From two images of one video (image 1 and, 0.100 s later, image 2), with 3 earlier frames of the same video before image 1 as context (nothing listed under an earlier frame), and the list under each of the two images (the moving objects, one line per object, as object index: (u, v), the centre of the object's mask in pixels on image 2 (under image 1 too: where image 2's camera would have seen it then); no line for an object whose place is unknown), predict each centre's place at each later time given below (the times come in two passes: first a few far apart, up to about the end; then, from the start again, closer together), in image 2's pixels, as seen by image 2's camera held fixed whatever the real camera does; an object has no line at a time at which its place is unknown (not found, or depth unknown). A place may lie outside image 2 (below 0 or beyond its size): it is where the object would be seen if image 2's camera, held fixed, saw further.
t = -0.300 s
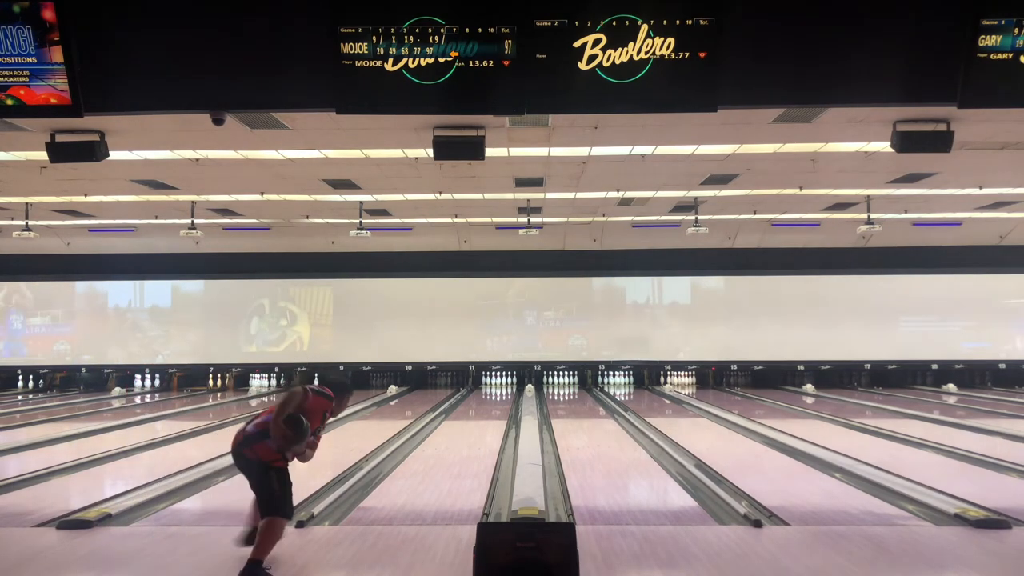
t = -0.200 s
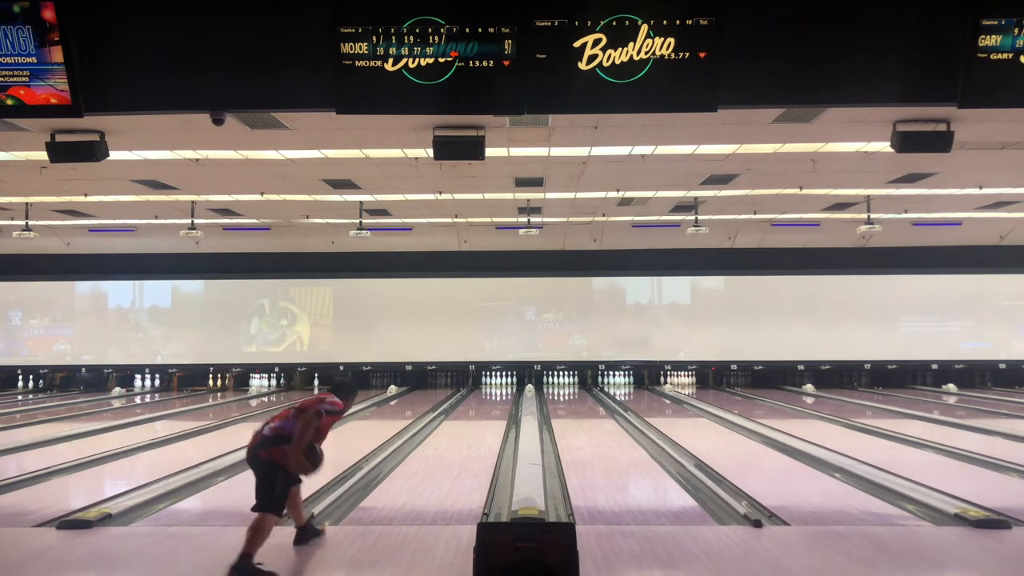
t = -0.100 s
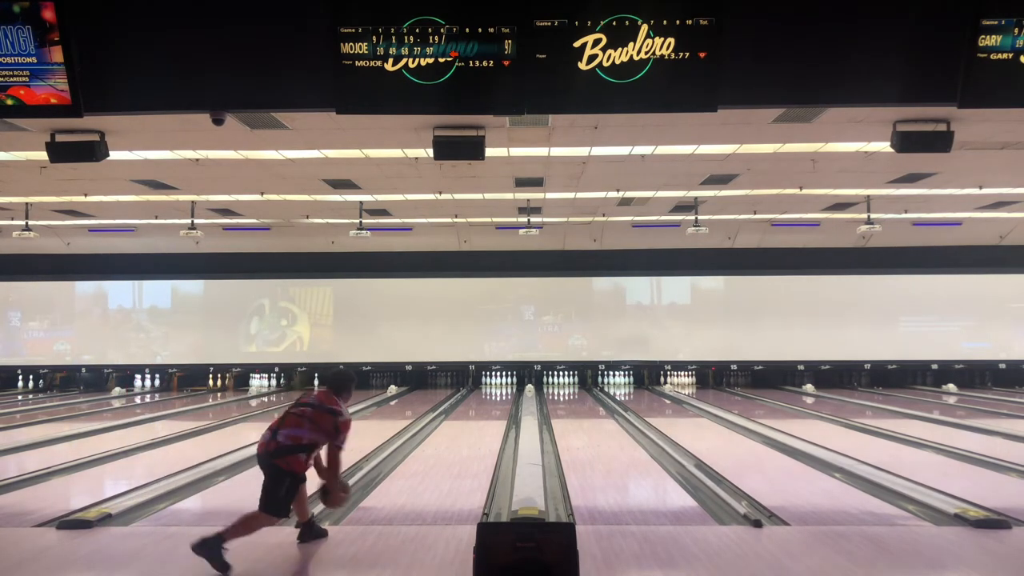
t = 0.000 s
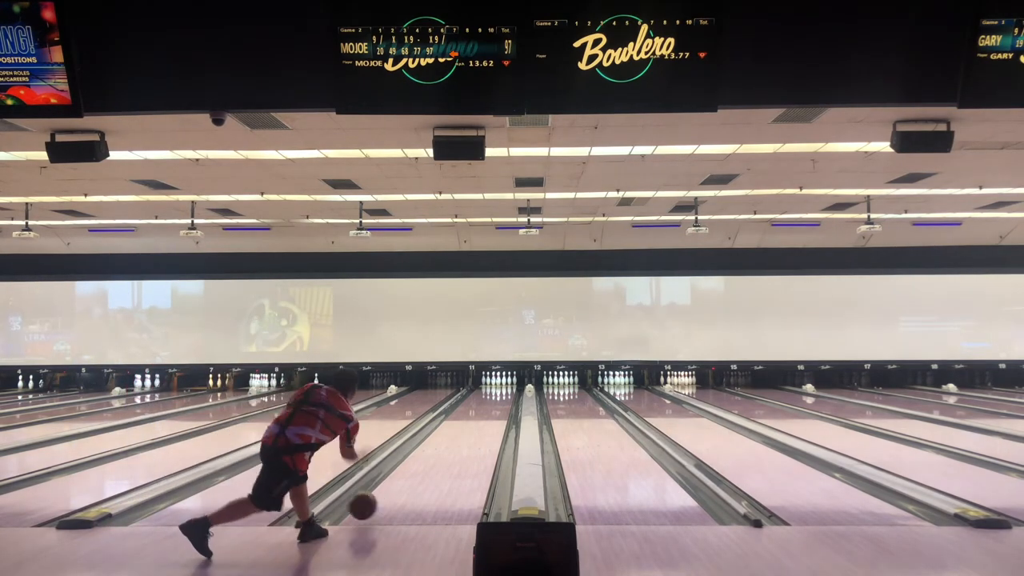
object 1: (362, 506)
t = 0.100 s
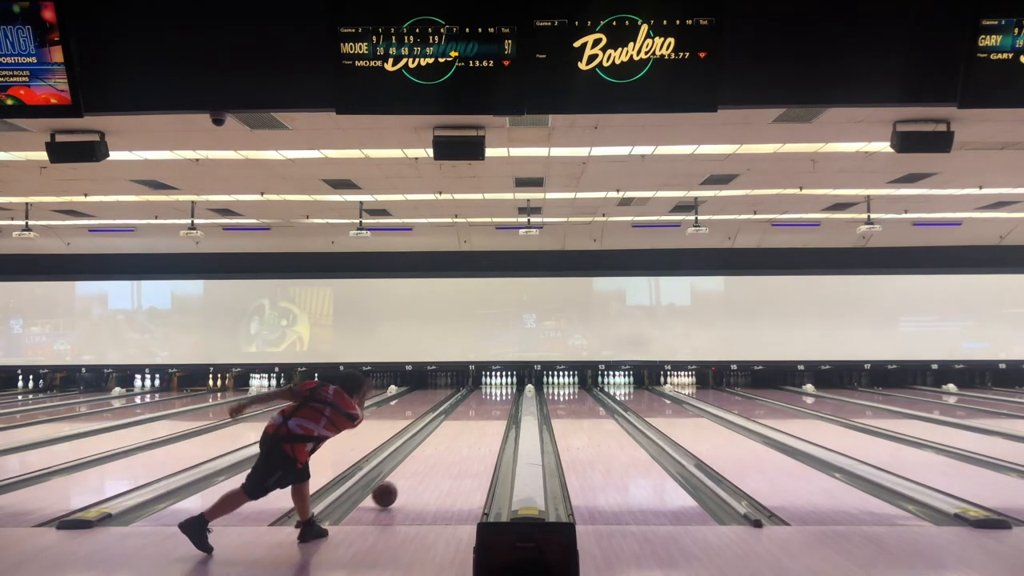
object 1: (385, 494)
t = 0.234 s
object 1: (407, 477)
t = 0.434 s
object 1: (434, 457)
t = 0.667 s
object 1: (456, 439)
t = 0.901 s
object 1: (471, 427)
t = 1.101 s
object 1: (482, 418)
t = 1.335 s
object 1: (492, 410)
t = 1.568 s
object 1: (499, 403)
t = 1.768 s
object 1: (504, 398)
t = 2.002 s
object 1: (507, 393)
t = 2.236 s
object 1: (507, 389)
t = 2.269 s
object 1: (506, 389)
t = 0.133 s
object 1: (391, 490)
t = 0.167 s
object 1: (396, 486)
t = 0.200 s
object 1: (402, 481)
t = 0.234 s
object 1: (407, 477)
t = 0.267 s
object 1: (412, 473)
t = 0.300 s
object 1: (417, 470)
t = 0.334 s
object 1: (422, 466)
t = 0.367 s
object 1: (426, 463)
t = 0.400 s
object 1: (430, 460)
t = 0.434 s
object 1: (434, 457)
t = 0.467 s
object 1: (437, 454)
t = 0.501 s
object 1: (441, 451)
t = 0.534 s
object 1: (444, 449)
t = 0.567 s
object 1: (447, 446)
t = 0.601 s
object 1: (450, 444)
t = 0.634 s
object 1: (453, 442)
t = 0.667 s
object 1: (456, 439)
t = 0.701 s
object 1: (458, 437)
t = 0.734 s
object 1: (461, 435)
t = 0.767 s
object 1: (463, 433)
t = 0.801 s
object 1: (465, 432)
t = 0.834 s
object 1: (467, 430)
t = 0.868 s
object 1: (469, 429)
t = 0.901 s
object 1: (471, 427)
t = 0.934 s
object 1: (474, 425)
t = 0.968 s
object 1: (475, 424)
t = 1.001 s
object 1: (477, 422)
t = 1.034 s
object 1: (479, 421)
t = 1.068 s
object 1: (480, 420)
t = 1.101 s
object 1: (482, 418)
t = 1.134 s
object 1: (484, 417)
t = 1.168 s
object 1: (485, 416)
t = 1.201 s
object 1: (486, 414)
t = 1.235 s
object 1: (488, 413)
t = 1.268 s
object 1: (489, 412)
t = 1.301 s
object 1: (491, 411)
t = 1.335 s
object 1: (492, 410)
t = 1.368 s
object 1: (493, 409)
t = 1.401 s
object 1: (494, 408)
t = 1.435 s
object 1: (495, 407)
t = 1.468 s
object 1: (496, 406)
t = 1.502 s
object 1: (497, 405)
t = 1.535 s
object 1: (498, 404)
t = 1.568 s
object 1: (499, 403)
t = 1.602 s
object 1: (500, 402)
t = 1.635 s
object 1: (501, 401)
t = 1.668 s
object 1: (502, 400)
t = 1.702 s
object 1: (503, 400)
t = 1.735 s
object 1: (503, 399)
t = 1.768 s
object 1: (504, 398)
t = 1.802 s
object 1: (504, 397)
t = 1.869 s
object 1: (505, 396)
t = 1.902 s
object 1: (506, 395)
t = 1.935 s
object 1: (506, 395)
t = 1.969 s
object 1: (507, 394)
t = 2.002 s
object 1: (507, 393)
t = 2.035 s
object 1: (507, 393)
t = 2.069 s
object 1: (507, 392)
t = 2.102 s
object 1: (507, 392)
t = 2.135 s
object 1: (507, 391)
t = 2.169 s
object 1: (507, 390)
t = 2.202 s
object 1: (507, 390)
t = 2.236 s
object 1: (507, 389)
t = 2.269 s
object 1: (506, 389)
